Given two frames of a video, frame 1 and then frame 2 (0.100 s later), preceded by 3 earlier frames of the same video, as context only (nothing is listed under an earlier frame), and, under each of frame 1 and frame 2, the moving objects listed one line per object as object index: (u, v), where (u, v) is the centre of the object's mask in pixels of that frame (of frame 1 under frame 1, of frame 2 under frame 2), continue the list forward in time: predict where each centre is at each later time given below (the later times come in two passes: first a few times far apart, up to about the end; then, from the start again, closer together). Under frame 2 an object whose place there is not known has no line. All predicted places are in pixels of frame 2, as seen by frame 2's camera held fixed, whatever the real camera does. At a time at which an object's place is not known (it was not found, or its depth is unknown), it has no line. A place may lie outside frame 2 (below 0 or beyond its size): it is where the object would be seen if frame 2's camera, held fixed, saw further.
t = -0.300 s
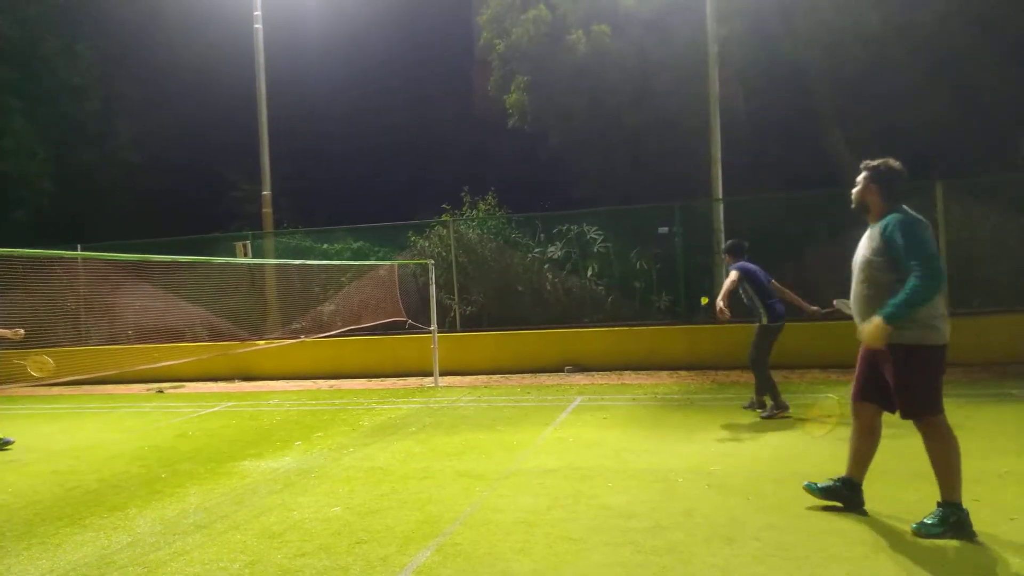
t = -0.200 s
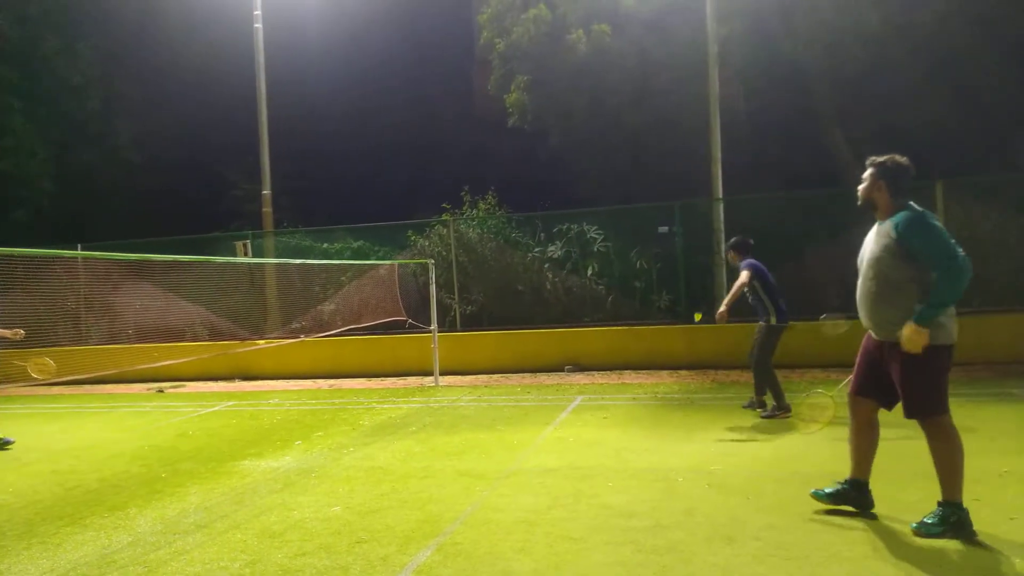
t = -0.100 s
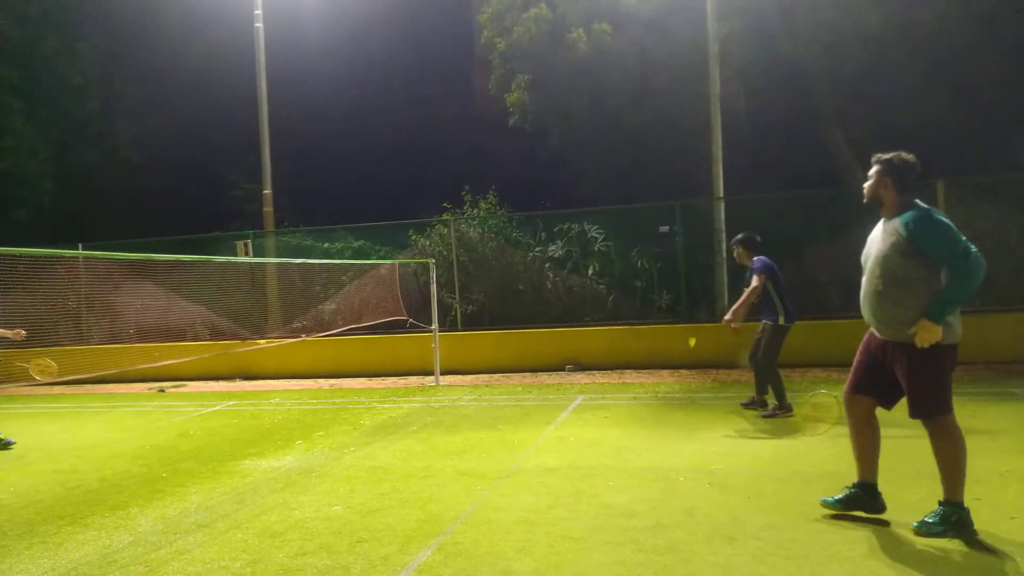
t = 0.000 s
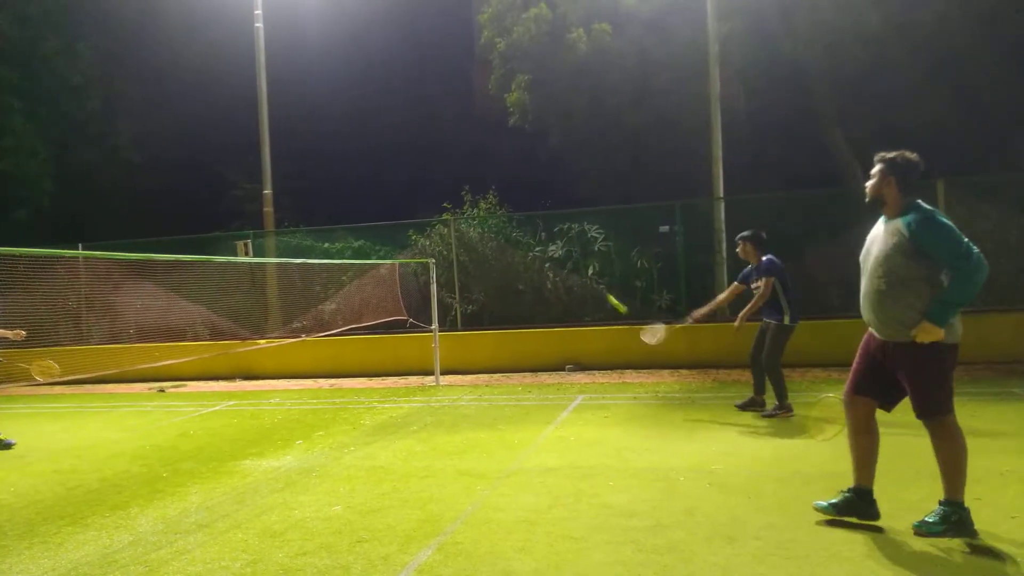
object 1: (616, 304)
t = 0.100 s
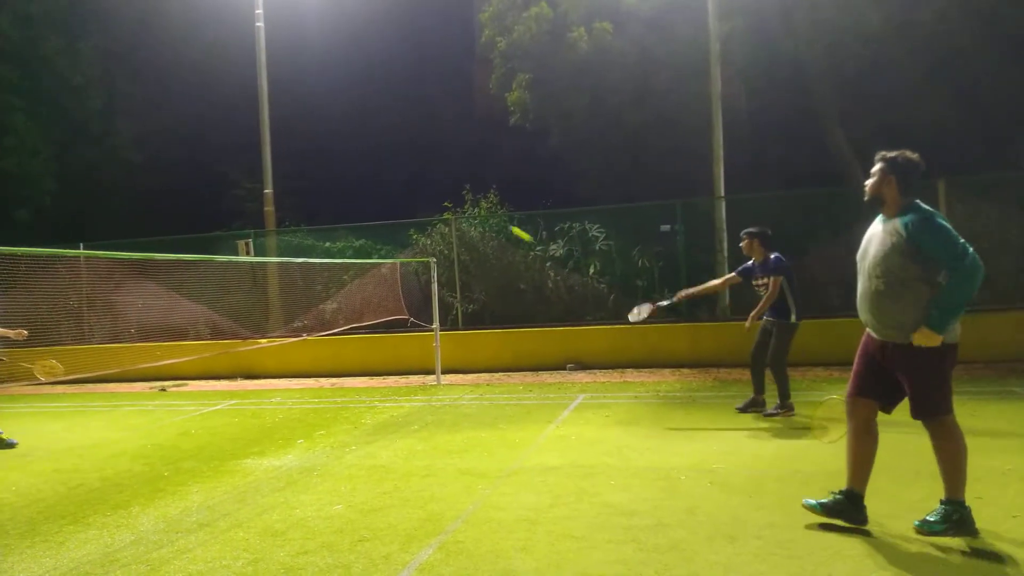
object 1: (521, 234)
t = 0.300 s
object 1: (364, 154)
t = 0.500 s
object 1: (236, 129)
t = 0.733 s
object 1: (115, 160)
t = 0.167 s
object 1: (463, 201)
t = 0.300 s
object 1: (364, 154)
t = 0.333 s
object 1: (341, 146)
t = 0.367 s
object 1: (318, 140)
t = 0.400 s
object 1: (297, 135)
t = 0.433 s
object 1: (277, 132)
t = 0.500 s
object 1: (236, 129)
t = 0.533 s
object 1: (217, 130)
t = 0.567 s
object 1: (199, 132)
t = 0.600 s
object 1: (181, 135)
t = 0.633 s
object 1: (164, 140)
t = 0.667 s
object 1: (146, 145)
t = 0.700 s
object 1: (131, 152)
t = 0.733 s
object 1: (115, 160)
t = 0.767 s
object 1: (99, 170)
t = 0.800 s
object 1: (84, 180)
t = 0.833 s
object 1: (68, 192)
